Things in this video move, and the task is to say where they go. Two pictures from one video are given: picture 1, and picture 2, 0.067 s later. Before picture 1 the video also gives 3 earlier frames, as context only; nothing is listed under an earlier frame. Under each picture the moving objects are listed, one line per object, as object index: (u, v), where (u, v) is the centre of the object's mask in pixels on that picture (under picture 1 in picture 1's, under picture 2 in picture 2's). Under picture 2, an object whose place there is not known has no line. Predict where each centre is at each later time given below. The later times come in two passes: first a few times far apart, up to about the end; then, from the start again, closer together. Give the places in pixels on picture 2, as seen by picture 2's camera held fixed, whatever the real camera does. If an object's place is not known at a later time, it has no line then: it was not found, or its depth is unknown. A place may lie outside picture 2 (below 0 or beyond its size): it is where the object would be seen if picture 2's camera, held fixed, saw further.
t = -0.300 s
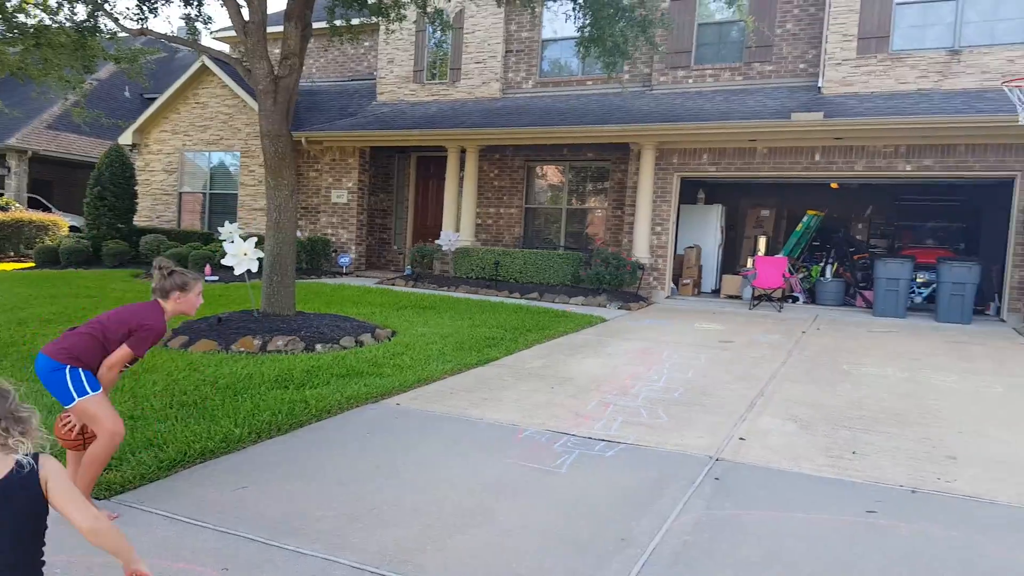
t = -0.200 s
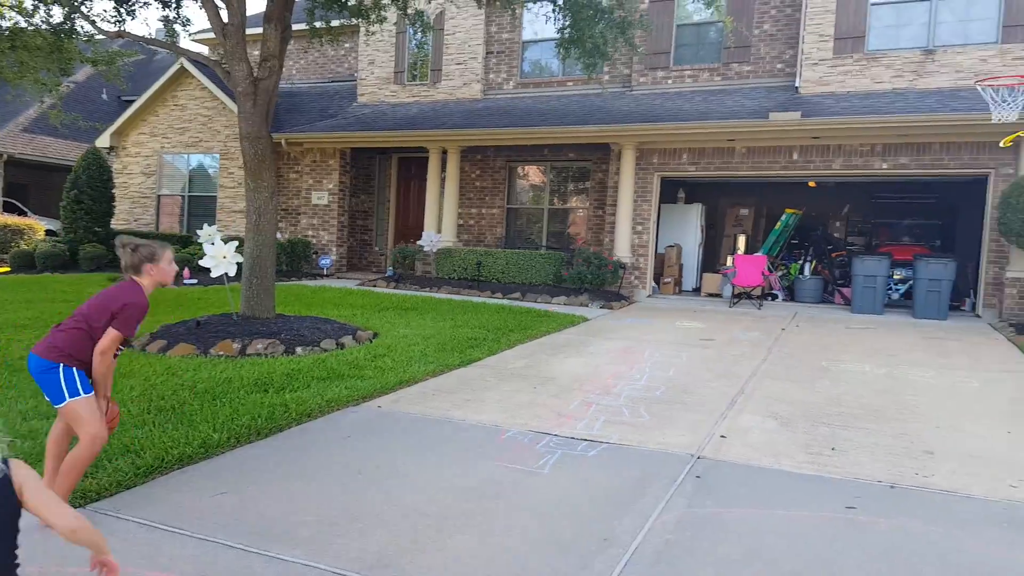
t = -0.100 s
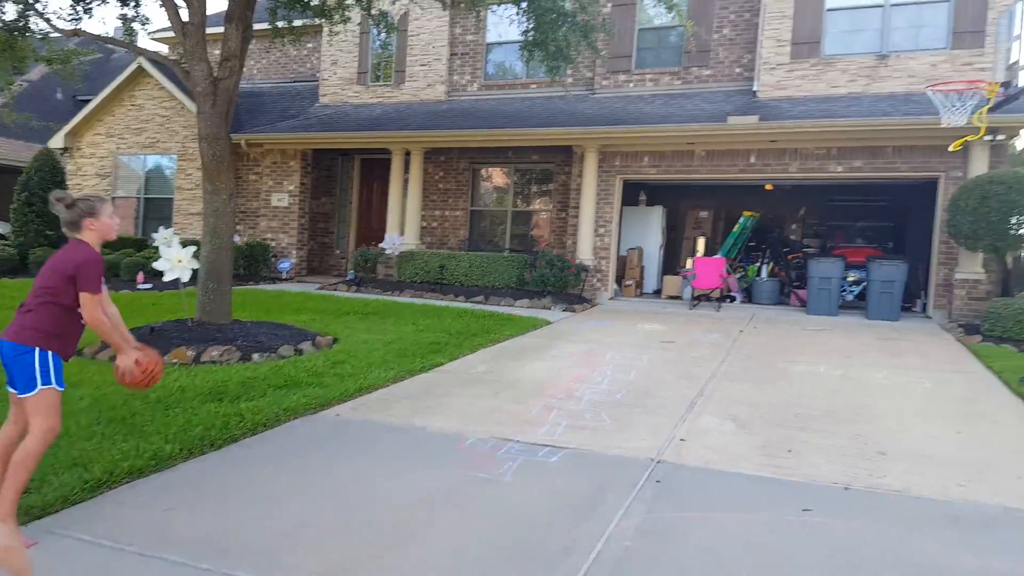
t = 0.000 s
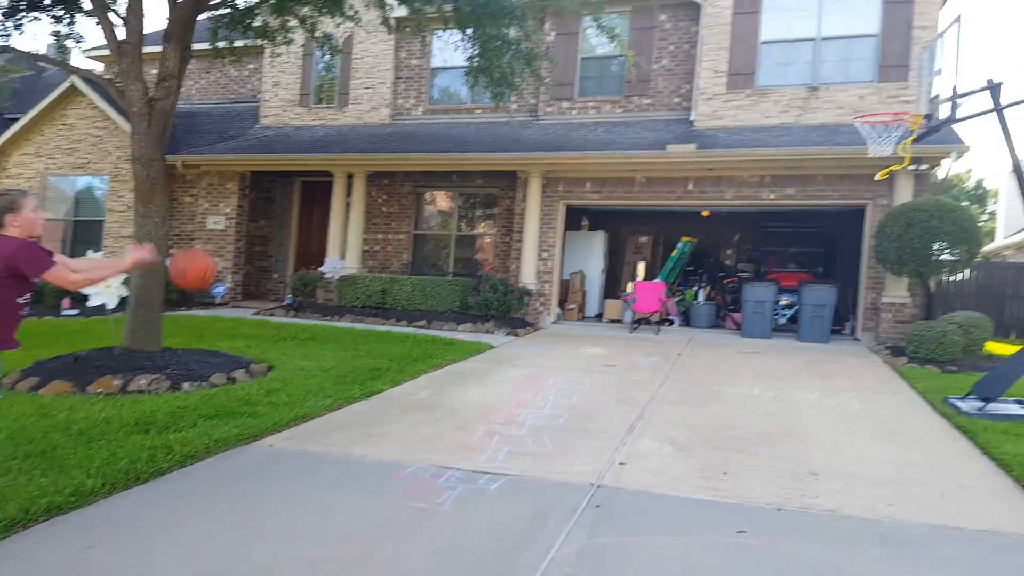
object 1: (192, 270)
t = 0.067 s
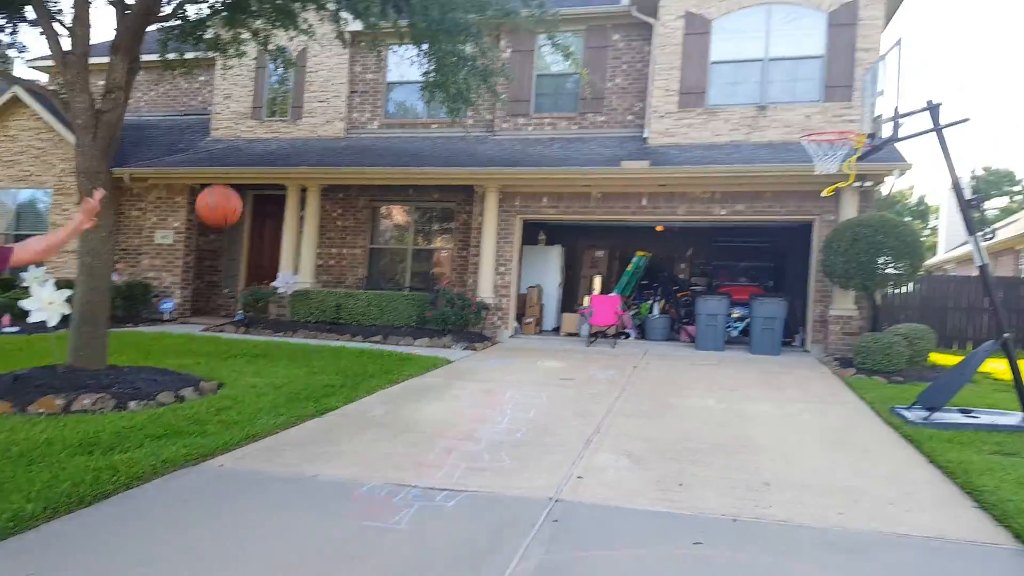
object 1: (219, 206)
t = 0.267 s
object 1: (409, 51)
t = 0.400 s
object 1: (500, 2)
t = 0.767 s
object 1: (692, 7)
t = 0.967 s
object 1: (773, 76)
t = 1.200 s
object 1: (828, 163)
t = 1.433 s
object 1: (802, 182)
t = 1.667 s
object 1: (768, 250)
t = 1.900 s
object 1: (736, 374)
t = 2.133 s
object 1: (708, 333)
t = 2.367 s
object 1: (674, 287)
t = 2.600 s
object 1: (633, 295)
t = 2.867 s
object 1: (579, 382)
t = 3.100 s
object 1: (538, 365)
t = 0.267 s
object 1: (409, 51)
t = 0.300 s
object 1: (434, 36)
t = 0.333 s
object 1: (456, 21)
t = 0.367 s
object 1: (479, 11)
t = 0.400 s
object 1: (500, 2)
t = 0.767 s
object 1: (692, 7)
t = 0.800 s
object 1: (708, 15)
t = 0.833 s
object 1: (723, 25)
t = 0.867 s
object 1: (736, 36)
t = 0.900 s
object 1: (749, 48)
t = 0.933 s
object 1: (761, 62)
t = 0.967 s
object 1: (773, 76)
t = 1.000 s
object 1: (785, 91)
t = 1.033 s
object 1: (796, 107)
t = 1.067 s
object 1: (808, 123)
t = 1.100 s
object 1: (819, 141)
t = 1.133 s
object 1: (827, 151)
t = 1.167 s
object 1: (831, 162)
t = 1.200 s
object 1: (828, 163)
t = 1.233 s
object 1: (824, 163)
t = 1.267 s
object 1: (821, 164)
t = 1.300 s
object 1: (818, 167)
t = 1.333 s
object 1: (815, 169)
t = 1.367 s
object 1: (811, 174)
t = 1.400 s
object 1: (808, 178)
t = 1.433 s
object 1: (802, 182)
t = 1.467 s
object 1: (800, 189)
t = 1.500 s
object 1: (795, 196)
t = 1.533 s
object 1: (789, 204)
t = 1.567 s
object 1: (783, 215)
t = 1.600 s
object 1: (778, 225)
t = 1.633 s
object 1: (773, 237)
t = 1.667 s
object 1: (768, 250)
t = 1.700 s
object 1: (763, 264)
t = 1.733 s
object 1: (758, 279)
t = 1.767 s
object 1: (754, 295)
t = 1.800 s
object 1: (750, 313)
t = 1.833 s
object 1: (745, 332)
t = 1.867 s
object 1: (741, 352)
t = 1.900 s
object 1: (736, 374)
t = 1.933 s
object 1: (731, 396)
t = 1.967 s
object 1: (727, 398)
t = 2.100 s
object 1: (711, 344)
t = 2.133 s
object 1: (708, 333)
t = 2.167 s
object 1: (703, 325)
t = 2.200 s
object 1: (698, 315)
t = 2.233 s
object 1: (694, 307)
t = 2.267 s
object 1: (689, 301)
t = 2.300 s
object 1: (684, 295)
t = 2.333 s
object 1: (679, 290)
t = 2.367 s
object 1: (674, 287)
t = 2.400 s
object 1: (668, 284)
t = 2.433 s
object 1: (663, 283)
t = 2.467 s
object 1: (657, 283)
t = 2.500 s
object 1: (652, 285)
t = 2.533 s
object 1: (646, 287)
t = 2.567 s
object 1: (640, 291)
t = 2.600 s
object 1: (633, 295)
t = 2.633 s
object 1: (627, 301)
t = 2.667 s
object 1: (620, 308)
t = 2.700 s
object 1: (614, 316)
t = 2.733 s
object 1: (607, 327)
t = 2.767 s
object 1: (600, 338)
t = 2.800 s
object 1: (593, 352)
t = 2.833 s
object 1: (586, 366)
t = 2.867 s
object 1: (579, 382)
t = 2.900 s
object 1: (572, 399)
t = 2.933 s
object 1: (565, 416)
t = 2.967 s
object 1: (560, 404)
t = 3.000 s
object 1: (554, 393)
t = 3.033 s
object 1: (549, 382)
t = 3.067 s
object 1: (544, 373)
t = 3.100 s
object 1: (538, 365)
